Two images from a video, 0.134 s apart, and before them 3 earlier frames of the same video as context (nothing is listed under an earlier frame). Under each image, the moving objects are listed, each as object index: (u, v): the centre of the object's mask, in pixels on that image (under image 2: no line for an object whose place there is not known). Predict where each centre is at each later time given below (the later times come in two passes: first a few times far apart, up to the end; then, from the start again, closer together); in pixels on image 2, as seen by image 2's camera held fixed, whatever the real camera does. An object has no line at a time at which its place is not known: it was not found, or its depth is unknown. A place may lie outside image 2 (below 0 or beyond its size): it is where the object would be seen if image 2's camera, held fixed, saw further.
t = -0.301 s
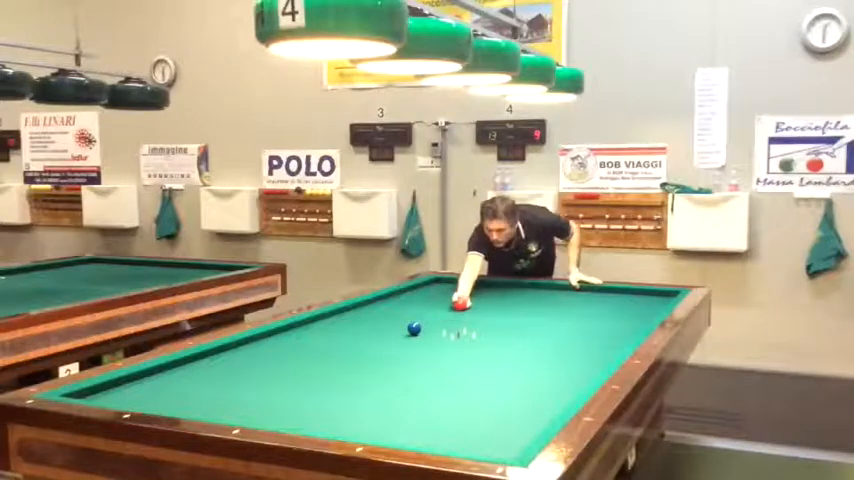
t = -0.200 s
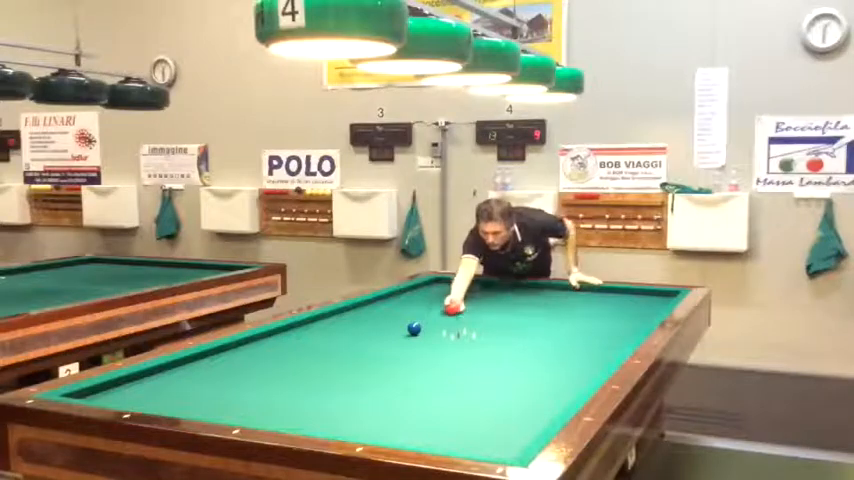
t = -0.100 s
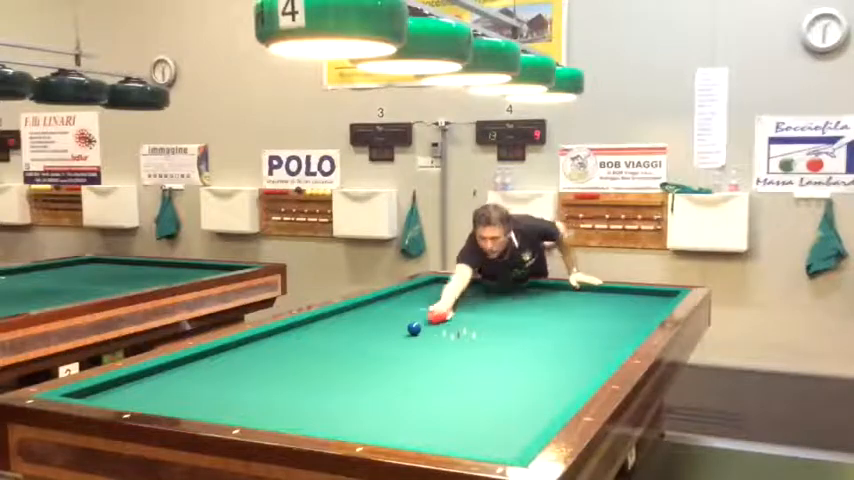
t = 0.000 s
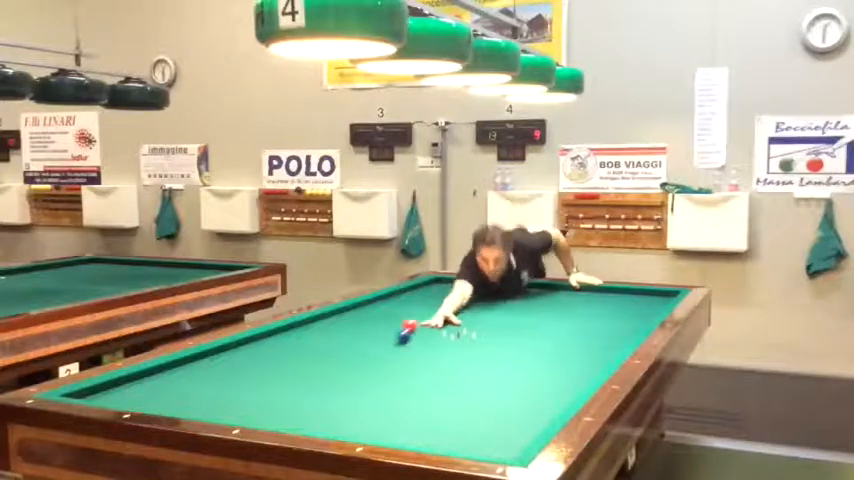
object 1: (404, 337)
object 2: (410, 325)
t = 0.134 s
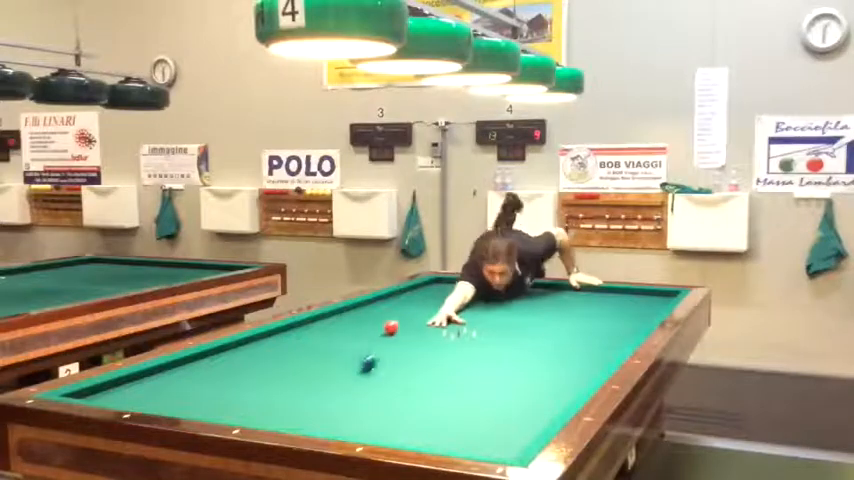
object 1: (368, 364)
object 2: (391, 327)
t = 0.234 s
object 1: (334, 390)
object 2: (377, 328)
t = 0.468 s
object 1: (337, 407)
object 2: (346, 331)
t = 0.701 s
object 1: (425, 367)
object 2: (314, 333)
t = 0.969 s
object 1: (489, 339)
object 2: (278, 335)
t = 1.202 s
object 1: (527, 322)
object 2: (258, 339)
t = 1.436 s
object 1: (559, 309)
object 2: (256, 343)
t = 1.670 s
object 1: (586, 297)
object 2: (253, 348)
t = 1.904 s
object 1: (603, 290)
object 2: (251, 352)
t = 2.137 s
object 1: (593, 297)
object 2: (247, 356)
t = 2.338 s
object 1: (582, 303)
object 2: (244, 361)
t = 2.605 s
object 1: (572, 311)
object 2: (241, 367)
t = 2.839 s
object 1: (561, 318)
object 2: (238, 372)
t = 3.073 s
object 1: (551, 326)
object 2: (235, 377)
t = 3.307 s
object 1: (539, 334)
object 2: (232, 382)
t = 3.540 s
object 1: (526, 343)
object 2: (229, 387)
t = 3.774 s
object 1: (512, 352)
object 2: (226, 391)
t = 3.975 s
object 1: (497, 363)
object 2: (224, 396)
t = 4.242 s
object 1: (478, 376)
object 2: (219, 403)
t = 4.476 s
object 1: (460, 388)
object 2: (217, 406)
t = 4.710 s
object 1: (439, 402)
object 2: (214, 409)
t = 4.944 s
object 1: (417, 417)
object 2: (211, 412)
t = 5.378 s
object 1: (391, 433)
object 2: (227, 412)
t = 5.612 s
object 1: (405, 425)
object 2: (235, 411)
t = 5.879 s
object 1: (419, 416)
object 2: (243, 411)
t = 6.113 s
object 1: (430, 408)
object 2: (248, 410)
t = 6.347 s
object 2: (253, 409)
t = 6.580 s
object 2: (256, 409)
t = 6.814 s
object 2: (260, 408)
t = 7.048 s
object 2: (262, 408)
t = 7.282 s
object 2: (264, 408)
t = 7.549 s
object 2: (265, 407)
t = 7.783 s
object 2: (265, 407)
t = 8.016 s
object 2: (265, 407)
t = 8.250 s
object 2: (265, 407)
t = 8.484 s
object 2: (265, 407)
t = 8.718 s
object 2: (265, 407)
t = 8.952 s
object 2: (265, 407)
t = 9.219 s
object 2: (265, 407)
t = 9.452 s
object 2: (265, 407)
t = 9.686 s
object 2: (265, 407)
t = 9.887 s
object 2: (265, 407)
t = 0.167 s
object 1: (357, 373)
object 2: (386, 328)
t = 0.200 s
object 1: (346, 381)
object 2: (382, 328)
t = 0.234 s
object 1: (334, 390)
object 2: (377, 328)
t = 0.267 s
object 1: (321, 400)
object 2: (373, 329)
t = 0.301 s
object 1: (307, 411)
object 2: (369, 329)
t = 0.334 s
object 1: (293, 419)
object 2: (364, 330)
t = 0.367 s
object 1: (289, 421)
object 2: (359, 330)
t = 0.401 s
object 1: (304, 419)
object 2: (355, 330)
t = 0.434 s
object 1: (321, 413)
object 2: (350, 330)
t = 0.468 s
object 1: (337, 407)
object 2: (346, 331)
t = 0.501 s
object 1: (353, 400)
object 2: (342, 331)
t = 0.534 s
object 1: (367, 394)
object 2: (336, 332)
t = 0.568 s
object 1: (380, 388)
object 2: (333, 332)
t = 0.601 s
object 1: (393, 382)
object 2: (328, 333)
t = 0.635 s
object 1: (405, 376)
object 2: (323, 333)
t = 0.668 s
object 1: (416, 371)
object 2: (319, 333)
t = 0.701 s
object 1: (425, 367)
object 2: (314, 333)
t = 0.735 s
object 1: (435, 363)
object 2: (309, 333)
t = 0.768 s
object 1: (444, 358)
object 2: (305, 334)
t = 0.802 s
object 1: (454, 354)
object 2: (301, 334)
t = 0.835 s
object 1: (461, 352)
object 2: (296, 334)
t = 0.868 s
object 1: (469, 348)
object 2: (291, 334)
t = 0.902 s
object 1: (476, 344)
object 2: (286, 335)
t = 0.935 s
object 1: (482, 342)
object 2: (282, 335)
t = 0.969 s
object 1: (489, 339)
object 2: (278, 335)
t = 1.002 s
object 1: (495, 336)
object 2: (273, 336)
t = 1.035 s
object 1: (501, 334)
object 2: (269, 336)
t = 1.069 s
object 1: (506, 331)
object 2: (264, 337)
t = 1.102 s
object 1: (512, 329)
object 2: (261, 337)
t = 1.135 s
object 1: (517, 327)
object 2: (258, 339)
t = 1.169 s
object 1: (522, 324)
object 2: (258, 339)
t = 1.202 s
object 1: (527, 322)
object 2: (258, 339)
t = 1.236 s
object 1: (532, 320)
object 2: (258, 340)
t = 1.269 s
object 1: (537, 319)
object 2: (258, 341)
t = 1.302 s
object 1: (542, 316)
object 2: (257, 341)
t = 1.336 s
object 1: (546, 314)
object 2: (257, 341)
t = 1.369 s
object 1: (550, 313)
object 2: (257, 342)
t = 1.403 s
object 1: (555, 312)
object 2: (256, 342)
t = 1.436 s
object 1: (559, 309)
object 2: (256, 343)
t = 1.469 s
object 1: (563, 307)
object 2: (256, 344)
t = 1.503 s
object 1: (567, 305)
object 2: (256, 344)
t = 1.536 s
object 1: (571, 304)
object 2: (255, 345)
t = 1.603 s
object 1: (574, 302)
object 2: (254, 346)
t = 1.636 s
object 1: (582, 298)
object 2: (254, 347)
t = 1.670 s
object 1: (586, 297)
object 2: (253, 348)
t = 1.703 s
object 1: (589, 296)
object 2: (253, 348)
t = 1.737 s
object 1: (592, 295)
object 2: (252, 349)
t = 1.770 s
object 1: (594, 294)
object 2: (252, 349)
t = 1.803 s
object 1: (598, 292)
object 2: (251, 350)
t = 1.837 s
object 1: (601, 292)
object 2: (251, 351)
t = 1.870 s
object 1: (605, 289)
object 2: (251, 351)
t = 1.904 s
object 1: (603, 290)
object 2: (251, 352)
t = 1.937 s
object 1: (602, 291)
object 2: (250, 353)
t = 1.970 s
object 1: (601, 291)
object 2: (249, 354)
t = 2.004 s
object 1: (599, 293)
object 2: (249, 354)
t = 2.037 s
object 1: (597, 294)
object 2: (249, 355)
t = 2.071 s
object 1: (595, 295)
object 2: (248, 355)
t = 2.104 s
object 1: (594, 295)
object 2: (248, 356)
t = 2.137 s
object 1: (593, 297)
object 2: (247, 356)
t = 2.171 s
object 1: (590, 299)
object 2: (247, 357)
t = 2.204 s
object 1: (589, 300)
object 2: (247, 358)
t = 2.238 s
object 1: (587, 301)
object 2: (246, 359)
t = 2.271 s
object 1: (586, 301)
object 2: (246, 360)
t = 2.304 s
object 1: (584, 302)
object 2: (245, 360)
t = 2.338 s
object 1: (582, 303)
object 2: (244, 361)
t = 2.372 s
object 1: (581, 305)
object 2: (244, 362)
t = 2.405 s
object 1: (580, 305)
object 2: (244, 363)
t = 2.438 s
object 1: (578, 306)
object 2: (243, 363)
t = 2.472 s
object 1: (577, 306)
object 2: (243, 365)
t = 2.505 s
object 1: (575, 308)
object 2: (242, 365)
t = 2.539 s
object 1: (574, 310)
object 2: (242, 366)
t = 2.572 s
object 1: (573, 310)
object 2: (241, 367)
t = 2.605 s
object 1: (572, 311)
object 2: (241, 367)
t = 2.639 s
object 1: (570, 312)
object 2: (241, 368)
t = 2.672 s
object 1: (569, 312)
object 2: (240, 368)
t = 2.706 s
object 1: (567, 314)
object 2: (240, 369)
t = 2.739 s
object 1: (566, 314)
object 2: (239, 370)
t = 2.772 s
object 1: (564, 317)
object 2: (239, 371)
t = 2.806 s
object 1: (563, 317)
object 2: (238, 371)
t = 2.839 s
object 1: (561, 318)
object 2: (238, 372)
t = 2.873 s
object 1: (560, 320)
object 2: (238, 372)
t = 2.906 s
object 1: (558, 320)
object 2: (237, 373)
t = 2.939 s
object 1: (557, 322)
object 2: (237, 374)
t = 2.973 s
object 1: (555, 323)
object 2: (237, 375)
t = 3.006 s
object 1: (554, 324)
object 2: (236, 376)
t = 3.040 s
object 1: (552, 325)
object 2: (236, 376)
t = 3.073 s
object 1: (551, 326)
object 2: (235, 377)
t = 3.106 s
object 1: (549, 326)
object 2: (235, 377)
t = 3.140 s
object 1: (547, 328)
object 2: (234, 378)
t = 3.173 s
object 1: (546, 329)
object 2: (234, 379)
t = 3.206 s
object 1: (544, 330)
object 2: (233, 379)
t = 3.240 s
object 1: (542, 330)
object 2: (233, 381)
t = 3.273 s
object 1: (541, 333)
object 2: (232, 381)
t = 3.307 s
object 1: (539, 334)
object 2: (232, 382)
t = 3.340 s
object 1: (537, 335)
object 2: (232, 382)
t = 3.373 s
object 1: (535, 337)
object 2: (232, 383)
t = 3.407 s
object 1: (534, 337)
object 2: (231, 383)
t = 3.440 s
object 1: (532, 339)
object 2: (230, 385)
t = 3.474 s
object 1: (530, 340)
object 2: (230, 385)
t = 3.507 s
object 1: (528, 341)
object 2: (229, 386)
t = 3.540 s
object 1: (526, 343)
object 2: (229, 387)
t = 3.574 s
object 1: (524, 344)
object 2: (229, 387)
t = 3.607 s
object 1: (522, 345)
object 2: (228, 388)
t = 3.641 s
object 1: (521, 347)
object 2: (228, 388)
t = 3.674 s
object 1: (519, 348)
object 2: (227, 389)
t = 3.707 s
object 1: (517, 350)
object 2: (227, 389)
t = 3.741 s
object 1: (514, 351)
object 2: (227, 390)
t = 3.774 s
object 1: (512, 352)
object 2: (226, 391)
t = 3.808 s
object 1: (510, 354)
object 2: (226, 391)
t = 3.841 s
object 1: (508, 355)
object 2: (225, 393)
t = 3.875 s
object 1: (504, 358)
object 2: (224, 395)
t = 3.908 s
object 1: (502, 360)
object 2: (224, 395)
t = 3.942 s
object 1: (500, 361)
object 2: (224, 396)
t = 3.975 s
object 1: (497, 363)
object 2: (224, 396)
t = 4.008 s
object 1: (495, 364)
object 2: (223, 397)
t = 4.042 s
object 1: (493, 366)
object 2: (223, 397)
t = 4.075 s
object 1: (491, 367)
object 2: (222, 398)
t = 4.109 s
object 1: (488, 369)
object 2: (222, 399)
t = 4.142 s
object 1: (486, 371)
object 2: (220, 400)
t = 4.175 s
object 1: (483, 372)
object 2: (220, 401)
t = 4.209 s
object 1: (481, 374)
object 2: (220, 402)
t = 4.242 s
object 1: (478, 376)
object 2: (219, 403)
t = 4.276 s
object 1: (476, 377)
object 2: (219, 403)
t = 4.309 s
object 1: (473, 379)
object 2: (219, 403)
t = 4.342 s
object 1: (471, 381)
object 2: (219, 404)
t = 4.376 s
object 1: (468, 383)
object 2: (219, 405)
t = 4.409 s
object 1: (466, 385)
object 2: (218, 405)
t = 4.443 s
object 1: (463, 386)
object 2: (217, 406)
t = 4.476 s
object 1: (460, 388)
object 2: (217, 406)
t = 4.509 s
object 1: (457, 390)
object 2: (216, 407)
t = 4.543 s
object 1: (454, 392)
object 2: (216, 407)
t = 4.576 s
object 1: (451, 394)
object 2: (215, 408)
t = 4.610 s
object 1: (448, 396)
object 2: (215, 409)
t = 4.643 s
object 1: (446, 398)
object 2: (214, 409)
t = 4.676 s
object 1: (442, 400)
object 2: (214, 409)
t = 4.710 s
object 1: (439, 402)
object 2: (214, 409)
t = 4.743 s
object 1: (436, 404)
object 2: (213, 410)
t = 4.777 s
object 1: (433, 406)
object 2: (213, 410)
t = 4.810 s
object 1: (430, 408)
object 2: (213, 411)
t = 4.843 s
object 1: (427, 411)
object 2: (212, 411)
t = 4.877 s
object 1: (423, 412)
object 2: (212, 412)
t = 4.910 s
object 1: (420, 415)
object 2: (211, 412)
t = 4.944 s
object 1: (417, 417)
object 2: (211, 412)
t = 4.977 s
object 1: (413, 419)
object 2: (212, 412)
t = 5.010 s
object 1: (410, 422)
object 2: (213, 412)
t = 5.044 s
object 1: (406, 424)
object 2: (214, 412)
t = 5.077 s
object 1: (402, 427)
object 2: (216, 412)
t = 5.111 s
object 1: (399, 429)
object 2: (217, 412)
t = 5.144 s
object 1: (395, 430)
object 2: (220, 412)
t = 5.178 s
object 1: (388, 433)
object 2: (222, 412)
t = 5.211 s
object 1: (384, 434)
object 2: (223, 412)
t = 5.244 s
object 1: (381, 435)
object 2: (223, 412)
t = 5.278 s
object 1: (383, 435)
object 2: (224, 412)
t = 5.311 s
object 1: (386, 434)
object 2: (225, 412)
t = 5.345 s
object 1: (388, 433)
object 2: (226, 412)
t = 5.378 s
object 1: (391, 433)
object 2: (227, 412)
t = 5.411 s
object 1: (393, 432)
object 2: (231, 412)
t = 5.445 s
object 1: (395, 431)
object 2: (232, 412)
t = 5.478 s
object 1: (397, 430)
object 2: (233, 411)
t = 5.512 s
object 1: (399, 429)
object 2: (233, 411)
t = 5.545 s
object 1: (401, 428)
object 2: (234, 411)
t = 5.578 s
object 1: (403, 427)
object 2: (235, 411)
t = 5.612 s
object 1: (405, 425)
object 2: (235, 411)
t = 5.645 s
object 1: (407, 424)
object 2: (236, 412)
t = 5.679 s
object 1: (408, 423)
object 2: (237, 411)
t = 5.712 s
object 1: (410, 421)
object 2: (237, 411)
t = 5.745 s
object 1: (412, 420)
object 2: (239, 411)
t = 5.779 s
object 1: (414, 419)
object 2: (240, 411)
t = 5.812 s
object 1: (415, 418)
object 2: (240, 411)
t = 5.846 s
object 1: (417, 417)
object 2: (241, 411)
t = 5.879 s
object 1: (419, 416)
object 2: (243, 411)
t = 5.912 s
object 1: (421, 414)
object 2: (244, 410)
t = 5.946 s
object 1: (422, 413)
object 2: (244, 410)
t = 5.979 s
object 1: (424, 412)
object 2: (245, 410)
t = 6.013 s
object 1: (425, 411)
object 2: (245, 410)
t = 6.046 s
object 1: (427, 410)
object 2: (247, 410)
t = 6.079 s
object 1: (429, 410)
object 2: (247, 410)
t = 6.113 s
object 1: (430, 408)
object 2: (248, 410)
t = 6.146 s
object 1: (432, 407)
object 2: (249, 410)
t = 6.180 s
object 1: (433, 406)
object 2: (249, 410)
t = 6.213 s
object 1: (434, 405)
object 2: (250, 410)
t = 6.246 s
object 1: (436, 404)
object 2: (251, 410)
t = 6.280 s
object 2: (251, 410)
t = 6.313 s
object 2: (252, 410)
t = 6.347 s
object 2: (253, 409)
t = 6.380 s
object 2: (253, 409)
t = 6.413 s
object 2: (254, 409)
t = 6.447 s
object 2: (255, 409)
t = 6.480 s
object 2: (255, 409)
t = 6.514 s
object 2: (256, 409)
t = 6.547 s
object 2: (256, 409)
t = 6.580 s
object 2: (256, 409)
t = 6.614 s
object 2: (257, 409)
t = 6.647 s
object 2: (257, 409)
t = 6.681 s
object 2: (258, 408)
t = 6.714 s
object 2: (258, 408)
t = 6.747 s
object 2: (259, 408)
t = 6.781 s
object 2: (260, 408)
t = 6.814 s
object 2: (260, 408)
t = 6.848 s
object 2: (260, 408)
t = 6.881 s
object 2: (261, 408)
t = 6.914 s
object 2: (261, 408)
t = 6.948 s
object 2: (261, 408)
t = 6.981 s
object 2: (261, 408)
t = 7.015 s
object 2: (262, 408)
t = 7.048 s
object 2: (262, 408)
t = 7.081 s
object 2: (263, 408)
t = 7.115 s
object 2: (263, 408)
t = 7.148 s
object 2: (263, 408)
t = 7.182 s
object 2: (263, 408)
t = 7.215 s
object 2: (264, 408)
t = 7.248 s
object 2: (264, 408)
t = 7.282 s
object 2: (264, 408)
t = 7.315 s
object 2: (264, 408)
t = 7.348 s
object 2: (264, 408)
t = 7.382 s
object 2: (264, 408)
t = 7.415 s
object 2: (264, 408)
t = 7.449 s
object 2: (264, 408)
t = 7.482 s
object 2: (264, 408)
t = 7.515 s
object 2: (264, 408)
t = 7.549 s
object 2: (265, 407)
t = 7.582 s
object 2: (265, 407)
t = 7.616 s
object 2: (265, 407)
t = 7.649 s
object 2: (265, 407)
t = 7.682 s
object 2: (265, 407)
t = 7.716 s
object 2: (265, 407)
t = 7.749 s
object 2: (265, 407)
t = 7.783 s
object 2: (265, 407)
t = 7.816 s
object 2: (265, 407)
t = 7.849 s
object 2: (265, 407)
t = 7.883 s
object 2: (265, 407)
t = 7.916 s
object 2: (265, 407)
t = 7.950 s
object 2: (265, 407)
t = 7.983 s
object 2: (265, 407)
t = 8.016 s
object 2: (265, 407)
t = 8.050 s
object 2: (265, 407)
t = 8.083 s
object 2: (265, 407)
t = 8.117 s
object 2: (265, 407)
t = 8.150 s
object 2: (265, 407)
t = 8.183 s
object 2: (265, 407)
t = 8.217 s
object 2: (265, 407)
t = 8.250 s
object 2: (265, 407)
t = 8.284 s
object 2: (265, 407)
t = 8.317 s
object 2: (265, 407)
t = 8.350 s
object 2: (265, 407)
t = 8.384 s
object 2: (265, 407)
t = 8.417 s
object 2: (265, 407)
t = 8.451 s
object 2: (265, 407)
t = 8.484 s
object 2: (265, 407)
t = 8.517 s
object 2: (265, 407)
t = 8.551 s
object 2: (265, 407)
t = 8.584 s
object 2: (265, 407)
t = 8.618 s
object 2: (265, 407)
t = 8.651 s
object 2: (265, 407)
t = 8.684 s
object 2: (265, 407)
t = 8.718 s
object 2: (265, 407)
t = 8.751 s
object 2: (265, 407)
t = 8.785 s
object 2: (265, 407)
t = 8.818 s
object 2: (265, 407)
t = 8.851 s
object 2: (265, 407)
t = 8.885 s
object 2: (266, 407)
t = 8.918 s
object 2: (265, 407)
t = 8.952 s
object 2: (265, 407)
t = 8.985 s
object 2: (265, 407)
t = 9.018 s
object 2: (265, 407)
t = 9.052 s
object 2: (265, 407)
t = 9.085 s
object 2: (265, 407)
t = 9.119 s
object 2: (265, 407)
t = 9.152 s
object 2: (265, 407)
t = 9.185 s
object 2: (265, 407)
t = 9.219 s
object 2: (265, 407)
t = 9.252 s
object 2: (265, 407)
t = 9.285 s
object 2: (265, 407)
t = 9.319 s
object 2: (265, 407)
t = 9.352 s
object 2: (265, 407)
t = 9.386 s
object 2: (265, 407)
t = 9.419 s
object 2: (265, 407)
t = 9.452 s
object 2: (265, 407)
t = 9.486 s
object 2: (265, 407)
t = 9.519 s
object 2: (265, 407)
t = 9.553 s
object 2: (265, 407)
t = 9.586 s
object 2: (265, 407)
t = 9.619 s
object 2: (265, 407)
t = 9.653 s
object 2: (265, 407)
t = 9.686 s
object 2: (265, 407)
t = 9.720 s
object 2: (265, 407)
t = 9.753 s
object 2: (265, 407)
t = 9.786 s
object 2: (265, 407)
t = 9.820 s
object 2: (265, 407)
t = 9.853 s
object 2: (265, 407)
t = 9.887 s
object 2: (265, 407)
